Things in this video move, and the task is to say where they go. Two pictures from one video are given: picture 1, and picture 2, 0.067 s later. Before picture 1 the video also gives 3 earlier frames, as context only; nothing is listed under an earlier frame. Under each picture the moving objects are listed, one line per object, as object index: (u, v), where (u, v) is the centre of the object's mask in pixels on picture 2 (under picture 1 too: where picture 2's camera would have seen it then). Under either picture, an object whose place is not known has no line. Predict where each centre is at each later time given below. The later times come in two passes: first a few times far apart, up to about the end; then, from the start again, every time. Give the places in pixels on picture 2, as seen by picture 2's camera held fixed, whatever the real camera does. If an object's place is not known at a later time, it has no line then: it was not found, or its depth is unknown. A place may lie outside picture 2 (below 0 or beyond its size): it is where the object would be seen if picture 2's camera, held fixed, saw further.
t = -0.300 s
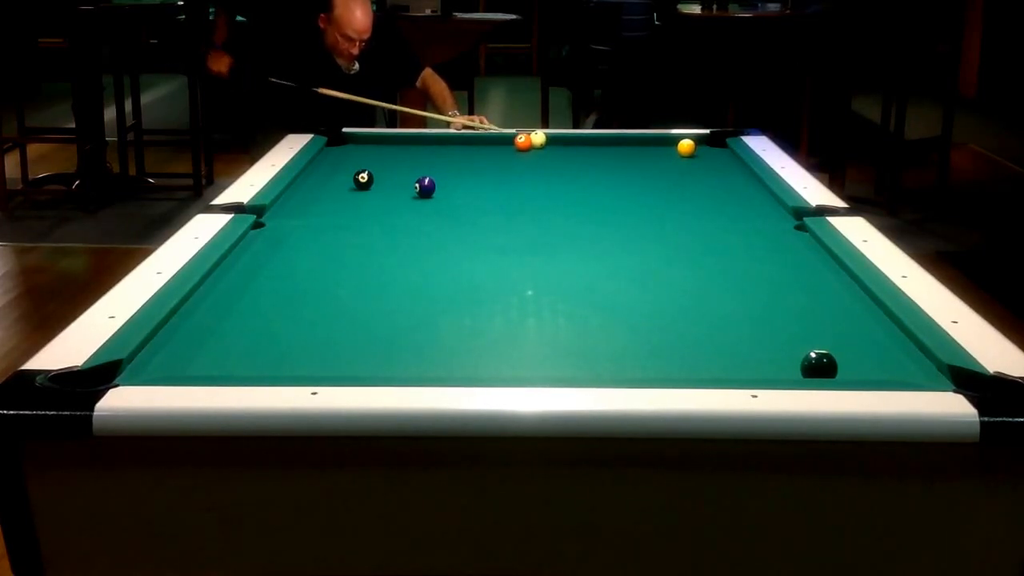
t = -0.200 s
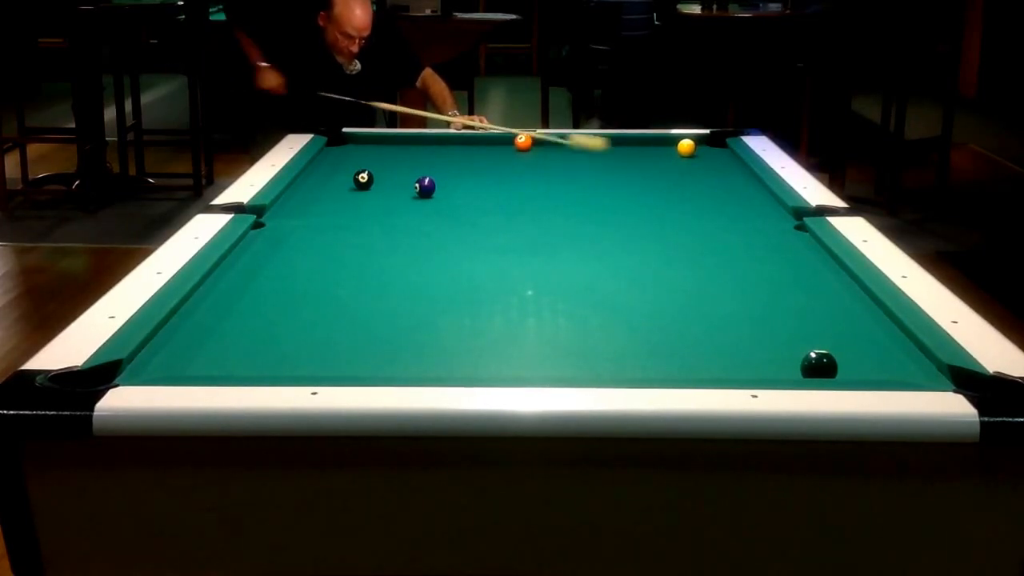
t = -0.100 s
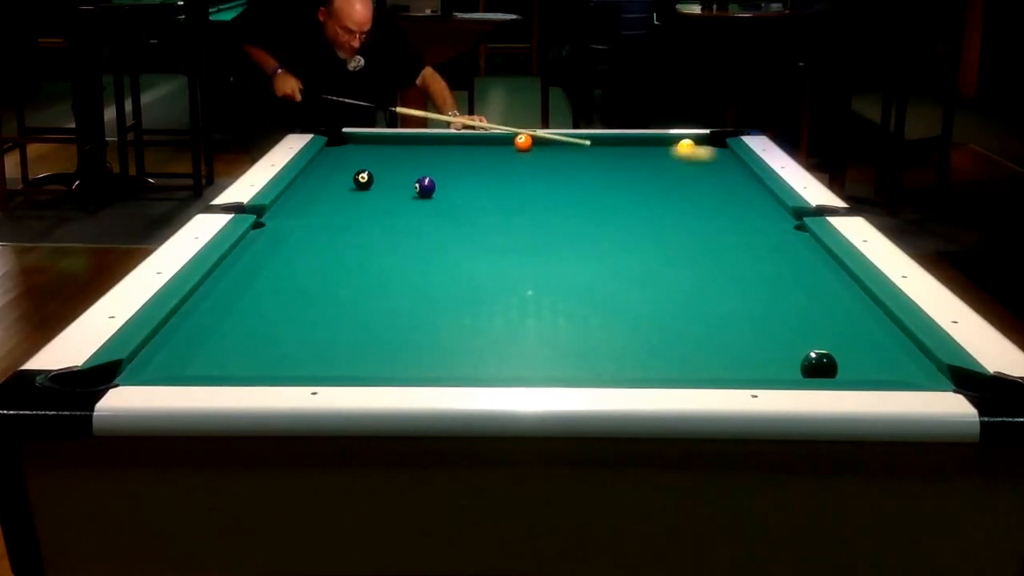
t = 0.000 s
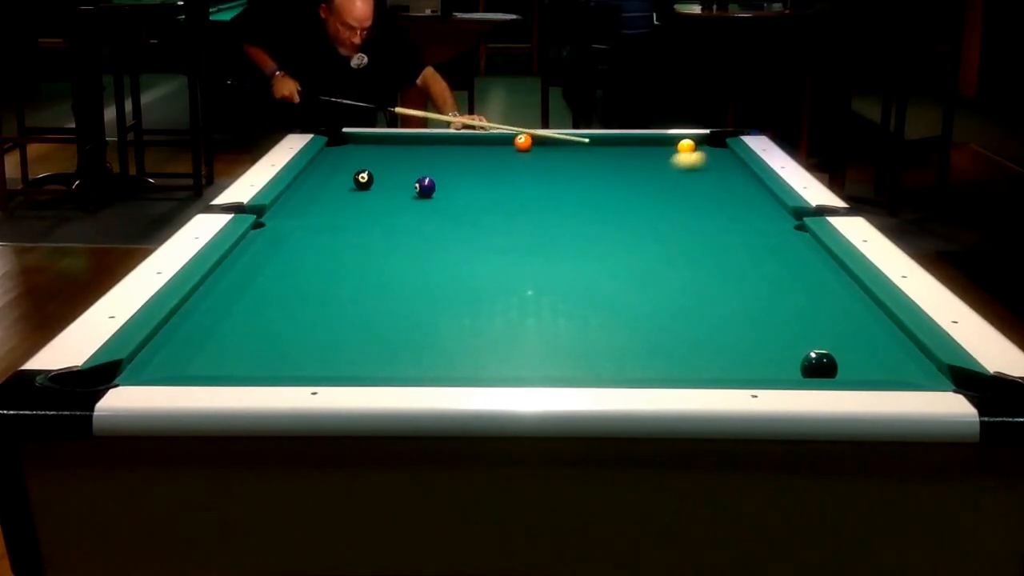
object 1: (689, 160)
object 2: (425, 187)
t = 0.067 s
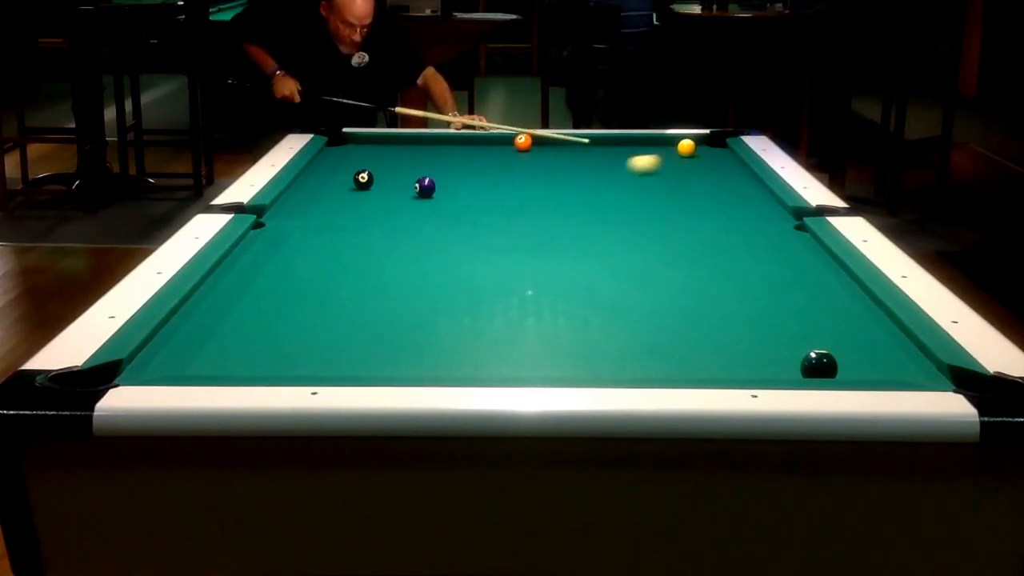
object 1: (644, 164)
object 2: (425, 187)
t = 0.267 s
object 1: (525, 175)
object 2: (425, 187)
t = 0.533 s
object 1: (435, 185)
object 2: (363, 194)
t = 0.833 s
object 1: (388, 189)
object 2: (302, 208)
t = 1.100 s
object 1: (347, 192)
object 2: (348, 219)
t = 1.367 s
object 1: (306, 196)
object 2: (395, 229)
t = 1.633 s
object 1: (295, 198)
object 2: (442, 241)
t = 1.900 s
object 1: (309, 199)
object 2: (491, 252)
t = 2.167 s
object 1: (323, 200)
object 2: (541, 263)
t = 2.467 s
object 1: (334, 200)
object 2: (599, 277)
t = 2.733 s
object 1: (342, 200)
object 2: (653, 289)
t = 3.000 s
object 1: (347, 200)
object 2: (706, 301)
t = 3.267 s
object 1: (350, 200)
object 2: (761, 314)
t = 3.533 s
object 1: (351, 200)
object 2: (817, 326)
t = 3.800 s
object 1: (352, 200)
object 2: (874, 339)
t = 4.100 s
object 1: (351, 200)
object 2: (892, 349)
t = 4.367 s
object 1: (351, 200)
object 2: (876, 355)
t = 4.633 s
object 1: (351, 200)
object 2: (862, 360)
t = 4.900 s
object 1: (351, 200)
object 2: (851, 363)
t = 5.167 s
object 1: (351, 200)
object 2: (850, 364)
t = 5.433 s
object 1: (352, 200)
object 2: (850, 364)
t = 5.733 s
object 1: (352, 200)
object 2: (851, 364)
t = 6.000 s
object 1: (352, 200)
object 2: (850, 364)
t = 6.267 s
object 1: (352, 200)
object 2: (850, 364)
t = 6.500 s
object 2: (850, 364)
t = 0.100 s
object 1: (622, 166)
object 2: (425, 187)
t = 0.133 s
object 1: (601, 167)
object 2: (425, 187)
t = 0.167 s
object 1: (581, 170)
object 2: (425, 187)
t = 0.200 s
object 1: (562, 171)
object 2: (425, 187)
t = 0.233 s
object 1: (544, 173)
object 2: (425, 187)
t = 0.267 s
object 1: (525, 175)
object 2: (425, 187)
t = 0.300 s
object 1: (507, 177)
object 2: (425, 187)
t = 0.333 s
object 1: (489, 179)
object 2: (425, 187)
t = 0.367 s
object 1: (470, 181)
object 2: (425, 187)
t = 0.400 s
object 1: (452, 183)
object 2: (425, 187)
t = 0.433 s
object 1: (443, 185)
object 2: (413, 189)
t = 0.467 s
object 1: (440, 185)
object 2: (396, 191)
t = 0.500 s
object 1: (438, 185)
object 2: (379, 193)
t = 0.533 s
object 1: (435, 185)
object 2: (363, 194)
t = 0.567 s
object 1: (430, 185)
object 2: (346, 196)
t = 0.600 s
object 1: (425, 186)
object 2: (331, 198)
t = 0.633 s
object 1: (419, 186)
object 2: (317, 200)
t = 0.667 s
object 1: (414, 186)
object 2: (303, 202)
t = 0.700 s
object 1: (409, 187)
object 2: (290, 203)
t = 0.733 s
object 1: (404, 187)
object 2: (284, 204)
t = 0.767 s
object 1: (398, 188)
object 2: (291, 206)
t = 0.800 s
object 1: (393, 188)
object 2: (297, 207)
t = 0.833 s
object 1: (388, 189)
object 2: (302, 208)
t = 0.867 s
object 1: (383, 189)
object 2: (308, 209)
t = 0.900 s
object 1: (378, 190)
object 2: (314, 211)
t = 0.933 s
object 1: (373, 190)
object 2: (320, 212)
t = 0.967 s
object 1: (368, 191)
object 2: (326, 213)
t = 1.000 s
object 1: (362, 192)
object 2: (331, 215)
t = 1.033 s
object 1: (357, 192)
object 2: (336, 215)
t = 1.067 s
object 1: (352, 192)
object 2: (342, 217)
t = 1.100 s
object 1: (347, 192)
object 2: (348, 219)
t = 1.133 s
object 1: (342, 193)
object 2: (354, 220)
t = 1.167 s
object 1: (337, 193)
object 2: (360, 221)
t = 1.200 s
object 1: (332, 194)
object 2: (366, 223)
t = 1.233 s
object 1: (327, 194)
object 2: (371, 224)
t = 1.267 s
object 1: (322, 195)
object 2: (377, 225)
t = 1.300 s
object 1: (317, 195)
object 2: (383, 227)
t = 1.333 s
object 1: (312, 196)
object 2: (389, 228)
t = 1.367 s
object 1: (306, 196)
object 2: (395, 229)
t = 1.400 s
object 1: (302, 196)
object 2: (401, 231)
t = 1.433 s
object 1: (297, 197)
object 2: (406, 232)
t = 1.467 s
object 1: (292, 197)
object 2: (412, 233)
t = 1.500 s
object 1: (288, 198)
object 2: (419, 235)
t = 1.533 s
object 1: (289, 198)
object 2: (425, 237)
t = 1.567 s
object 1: (291, 198)
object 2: (430, 238)
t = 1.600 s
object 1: (293, 198)
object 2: (436, 239)
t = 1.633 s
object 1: (295, 198)
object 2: (442, 241)
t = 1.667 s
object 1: (297, 198)
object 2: (448, 242)
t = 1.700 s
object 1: (299, 198)
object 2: (454, 243)
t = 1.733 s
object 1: (301, 198)
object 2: (460, 245)
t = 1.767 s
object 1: (302, 199)
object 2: (467, 246)
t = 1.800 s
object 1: (304, 199)
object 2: (473, 248)
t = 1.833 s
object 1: (306, 199)
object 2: (479, 249)
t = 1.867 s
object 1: (308, 199)
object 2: (485, 251)
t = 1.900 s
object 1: (309, 199)
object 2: (491, 252)
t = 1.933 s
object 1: (311, 199)
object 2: (497, 253)
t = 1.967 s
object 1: (313, 199)
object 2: (503, 255)
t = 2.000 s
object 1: (314, 199)
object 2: (510, 256)
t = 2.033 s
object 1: (316, 199)
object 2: (516, 258)
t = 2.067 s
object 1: (318, 199)
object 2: (523, 259)
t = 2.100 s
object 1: (320, 200)
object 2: (529, 261)
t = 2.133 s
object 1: (321, 199)
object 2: (535, 262)
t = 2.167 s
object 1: (323, 200)
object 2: (541, 263)
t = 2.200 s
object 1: (324, 200)
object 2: (548, 265)
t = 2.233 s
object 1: (326, 200)
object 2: (554, 267)
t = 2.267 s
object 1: (327, 200)
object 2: (561, 268)
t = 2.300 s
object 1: (328, 200)
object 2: (567, 270)
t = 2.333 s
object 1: (330, 200)
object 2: (574, 271)
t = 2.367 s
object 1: (331, 200)
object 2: (580, 272)
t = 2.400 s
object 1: (332, 200)
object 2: (587, 274)
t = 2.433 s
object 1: (333, 200)
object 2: (592, 275)
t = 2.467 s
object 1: (334, 200)
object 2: (599, 277)
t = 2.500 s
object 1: (336, 200)
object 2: (606, 278)
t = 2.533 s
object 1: (337, 200)
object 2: (613, 280)
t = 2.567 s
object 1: (338, 200)
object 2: (619, 281)
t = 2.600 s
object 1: (339, 200)
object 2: (626, 283)
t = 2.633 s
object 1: (339, 200)
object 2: (632, 284)
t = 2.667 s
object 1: (341, 200)
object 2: (639, 286)
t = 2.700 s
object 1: (341, 200)
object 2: (646, 288)
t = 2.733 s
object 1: (342, 200)
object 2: (653, 289)
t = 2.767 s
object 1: (343, 200)
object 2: (659, 291)
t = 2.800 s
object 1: (343, 200)
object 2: (666, 292)
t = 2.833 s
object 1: (344, 200)
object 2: (673, 294)
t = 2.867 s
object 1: (345, 200)
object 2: (679, 295)
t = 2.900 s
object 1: (345, 200)
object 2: (686, 297)
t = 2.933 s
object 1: (346, 200)
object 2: (693, 298)
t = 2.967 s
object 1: (346, 200)
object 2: (699, 300)
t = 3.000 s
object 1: (347, 200)
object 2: (706, 301)
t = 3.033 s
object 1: (348, 200)
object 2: (713, 303)
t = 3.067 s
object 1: (348, 200)
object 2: (720, 304)
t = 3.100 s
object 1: (348, 200)
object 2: (726, 306)
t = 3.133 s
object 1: (349, 200)
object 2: (733, 307)
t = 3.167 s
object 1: (349, 200)
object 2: (740, 309)
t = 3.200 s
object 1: (349, 200)
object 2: (747, 310)
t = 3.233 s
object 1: (350, 200)
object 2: (754, 312)
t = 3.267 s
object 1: (350, 200)
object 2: (761, 314)
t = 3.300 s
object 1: (350, 200)
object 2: (768, 315)
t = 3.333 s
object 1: (350, 200)
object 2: (775, 317)
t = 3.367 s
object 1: (351, 200)
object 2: (782, 318)
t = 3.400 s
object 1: (351, 200)
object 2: (789, 319)
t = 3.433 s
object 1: (351, 200)
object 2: (796, 321)
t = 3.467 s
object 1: (351, 200)
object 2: (803, 323)
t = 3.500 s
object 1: (351, 200)
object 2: (810, 324)
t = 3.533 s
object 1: (351, 200)
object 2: (817, 326)
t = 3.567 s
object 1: (351, 200)
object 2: (824, 328)
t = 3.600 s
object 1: (351, 200)
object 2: (832, 329)
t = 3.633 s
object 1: (352, 200)
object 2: (839, 331)
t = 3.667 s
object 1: (352, 200)
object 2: (846, 333)
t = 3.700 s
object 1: (352, 200)
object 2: (853, 334)
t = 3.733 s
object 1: (352, 200)
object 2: (861, 336)
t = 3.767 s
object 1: (352, 200)
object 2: (867, 338)
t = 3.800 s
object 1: (352, 200)
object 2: (874, 339)
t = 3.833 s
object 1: (352, 200)
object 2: (882, 341)
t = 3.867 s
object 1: (352, 200)
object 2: (889, 342)
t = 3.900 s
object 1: (352, 200)
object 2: (896, 344)
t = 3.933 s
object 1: (352, 200)
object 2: (902, 345)
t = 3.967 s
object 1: (352, 200)
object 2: (900, 346)
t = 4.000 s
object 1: (352, 200)
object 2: (898, 346)
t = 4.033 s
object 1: (352, 200)
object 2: (896, 347)
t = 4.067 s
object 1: (351, 200)
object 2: (894, 348)
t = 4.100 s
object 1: (351, 200)
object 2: (892, 349)
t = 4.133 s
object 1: (351, 200)
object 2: (889, 350)
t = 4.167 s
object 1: (351, 200)
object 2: (888, 351)
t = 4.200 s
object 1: (351, 200)
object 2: (885, 352)
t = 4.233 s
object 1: (352, 200)
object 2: (884, 353)
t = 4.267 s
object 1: (351, 200)
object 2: (882, 354)
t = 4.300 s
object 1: (351, 200)
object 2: (880, 355)
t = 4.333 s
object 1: (351, 200)
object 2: (878, 355)
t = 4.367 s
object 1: (351, 200)
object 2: (876, 355)
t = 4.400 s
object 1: (352, 200)
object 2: (874, 356)
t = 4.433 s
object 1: (352, 200)
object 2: (872, 357)
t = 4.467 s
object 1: (352, 200)
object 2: (870, 358)
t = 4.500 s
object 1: (351, 200)
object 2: (869, 358)
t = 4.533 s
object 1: (351, 200)
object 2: (867, 359)
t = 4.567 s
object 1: (351, 200)
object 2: (865, 359)
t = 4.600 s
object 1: (351, 200)
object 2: (863, 360)
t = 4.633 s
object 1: (351, 200)
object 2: (862, 360)
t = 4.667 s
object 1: (352, 200)
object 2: (860, 361)
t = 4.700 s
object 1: (352, 200)
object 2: (859, 361)
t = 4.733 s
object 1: (351, 200)
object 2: (857, 361)
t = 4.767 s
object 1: (351, 200)
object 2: (855, 362)
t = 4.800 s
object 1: (352, 200)
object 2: (854, 362)
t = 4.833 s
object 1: (352, 200)
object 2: (853, 362)
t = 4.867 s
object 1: (352, 200)
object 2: (852, 363)
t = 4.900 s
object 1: (351, 200)
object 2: (851, 363)
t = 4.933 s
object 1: (351, 200)
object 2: (850, 363)
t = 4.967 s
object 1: (351, 200)
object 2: (850, 363)
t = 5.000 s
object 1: (352, 200)
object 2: (850, 363)
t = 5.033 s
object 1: (351, 200)
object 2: (850, 364)
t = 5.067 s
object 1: (351, 200)
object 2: (850, 364)
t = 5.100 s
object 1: (352, 200)
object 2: (850, 364)
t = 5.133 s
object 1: (351, 200)
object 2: (850, 364)
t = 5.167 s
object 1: (351, 200)
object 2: (850, 364)
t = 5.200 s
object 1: (351, 200)
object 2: (850, 364)
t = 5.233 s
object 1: (352, 200)
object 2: (850, 364)
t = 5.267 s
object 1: (352, 200)
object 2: (850, 364)
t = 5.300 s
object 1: (352, 200)
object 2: (850, 364)
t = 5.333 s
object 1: (352, 200)
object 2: (850, 364)
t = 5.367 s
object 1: (352, 200)
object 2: (850, 364)
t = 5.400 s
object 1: (352, 200)
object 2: (850, 364)
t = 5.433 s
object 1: (352, 200)
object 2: (850, 364)
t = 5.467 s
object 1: (352, 200)
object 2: (850, 364)
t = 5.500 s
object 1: (352, 200)
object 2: (850, 364)
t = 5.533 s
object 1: (352, 200)
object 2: (850, 364)
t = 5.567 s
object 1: (352, 200)
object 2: (850, 364)
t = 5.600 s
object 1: (352, 200)
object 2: (851, 364)
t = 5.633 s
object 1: (352, 200)
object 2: (851, 364)
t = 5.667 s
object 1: (352, 200)
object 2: (851, 364)
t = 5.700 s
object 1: (352, 200)
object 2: (851, 364)
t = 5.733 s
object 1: (352, 200)
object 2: (851, 364)
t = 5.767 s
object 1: (352, 200)
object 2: (851, 364)
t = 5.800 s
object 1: (352, 200)
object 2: (851, 364)
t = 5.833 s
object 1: (352, 200)
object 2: (851, 364)
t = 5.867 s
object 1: (352, 200)
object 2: (851, 364)
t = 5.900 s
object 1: (352, 200)
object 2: (850, 364)
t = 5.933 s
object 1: (352, 200)
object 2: (850, 364)
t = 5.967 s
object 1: (352, 200)
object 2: (850, 364)
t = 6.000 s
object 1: (352, 200)
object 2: (850, 364)
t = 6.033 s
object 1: (352, 200)
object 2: (850, 364)
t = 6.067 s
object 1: (352, 200)
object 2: (850, 364)
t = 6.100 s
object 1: (352, 200)
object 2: (850, 364)
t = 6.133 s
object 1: (352, 200)
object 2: (850, 364)
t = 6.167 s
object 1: (352, 200)
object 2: (850, 364)
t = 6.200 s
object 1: (352, 200)
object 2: (850, 364)
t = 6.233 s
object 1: (352, 200)
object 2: (850, 364)
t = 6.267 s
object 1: (352, 200)
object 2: (850, 364)
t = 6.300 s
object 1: (352, 200)
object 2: (850, 364)
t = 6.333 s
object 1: (352, 200)
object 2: (850, 364)
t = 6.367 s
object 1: (352, 200)
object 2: (850, 364)
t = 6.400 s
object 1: (352, 200)
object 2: (850, 364)
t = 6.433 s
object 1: (352, 200)
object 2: (850, 364)
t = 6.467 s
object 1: (352, 200)
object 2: (850, 364)
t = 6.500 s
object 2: (850, 364)
